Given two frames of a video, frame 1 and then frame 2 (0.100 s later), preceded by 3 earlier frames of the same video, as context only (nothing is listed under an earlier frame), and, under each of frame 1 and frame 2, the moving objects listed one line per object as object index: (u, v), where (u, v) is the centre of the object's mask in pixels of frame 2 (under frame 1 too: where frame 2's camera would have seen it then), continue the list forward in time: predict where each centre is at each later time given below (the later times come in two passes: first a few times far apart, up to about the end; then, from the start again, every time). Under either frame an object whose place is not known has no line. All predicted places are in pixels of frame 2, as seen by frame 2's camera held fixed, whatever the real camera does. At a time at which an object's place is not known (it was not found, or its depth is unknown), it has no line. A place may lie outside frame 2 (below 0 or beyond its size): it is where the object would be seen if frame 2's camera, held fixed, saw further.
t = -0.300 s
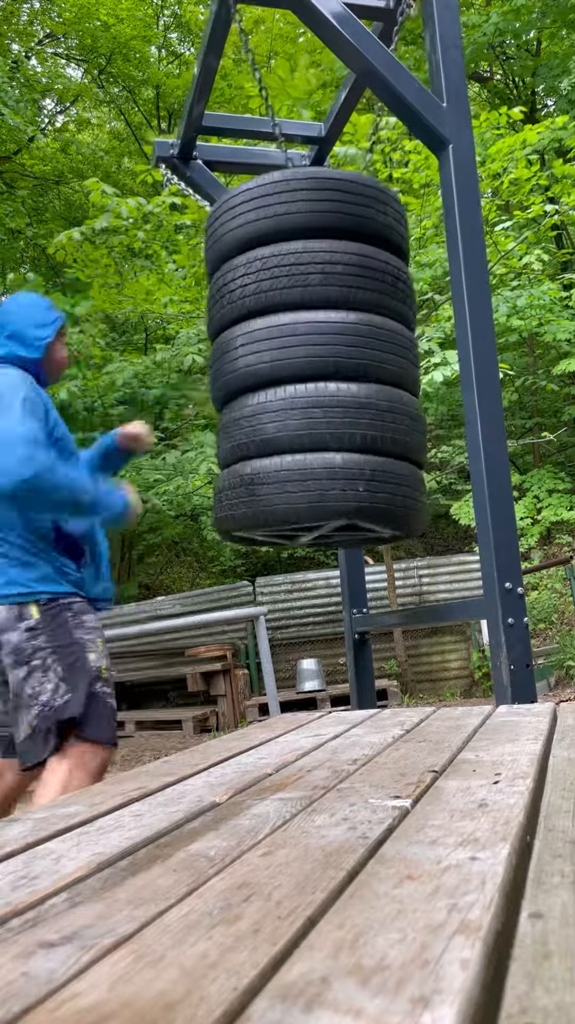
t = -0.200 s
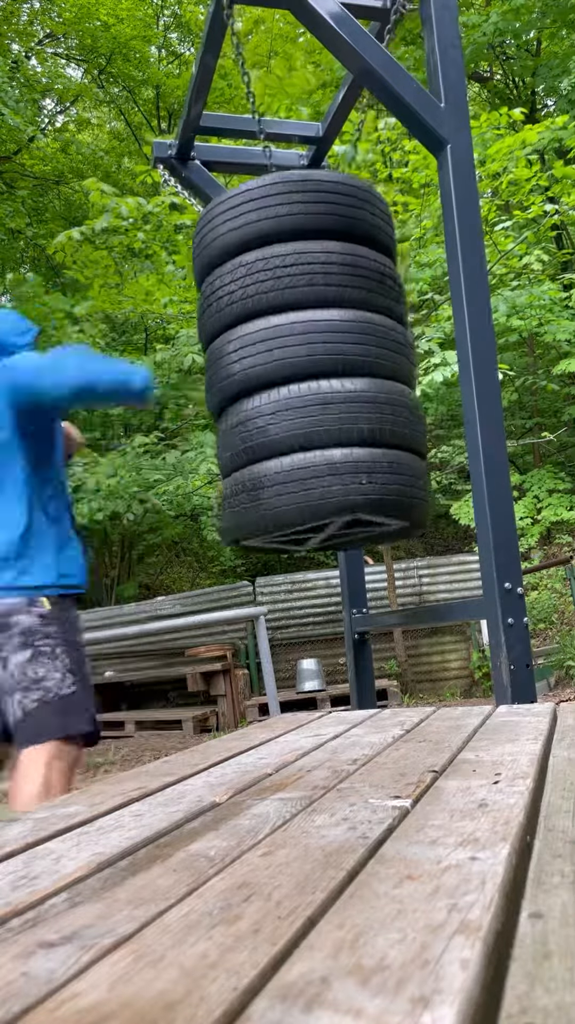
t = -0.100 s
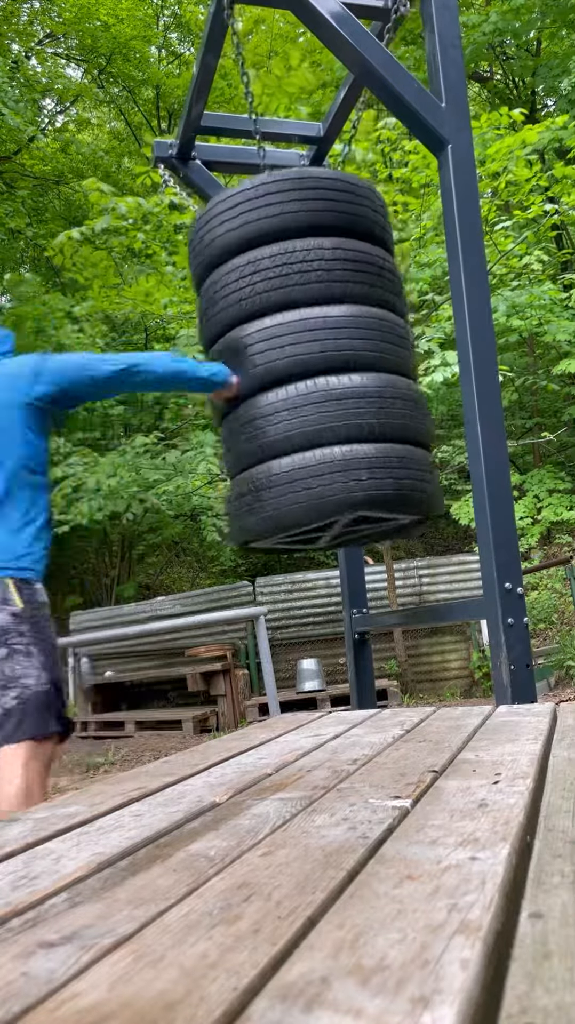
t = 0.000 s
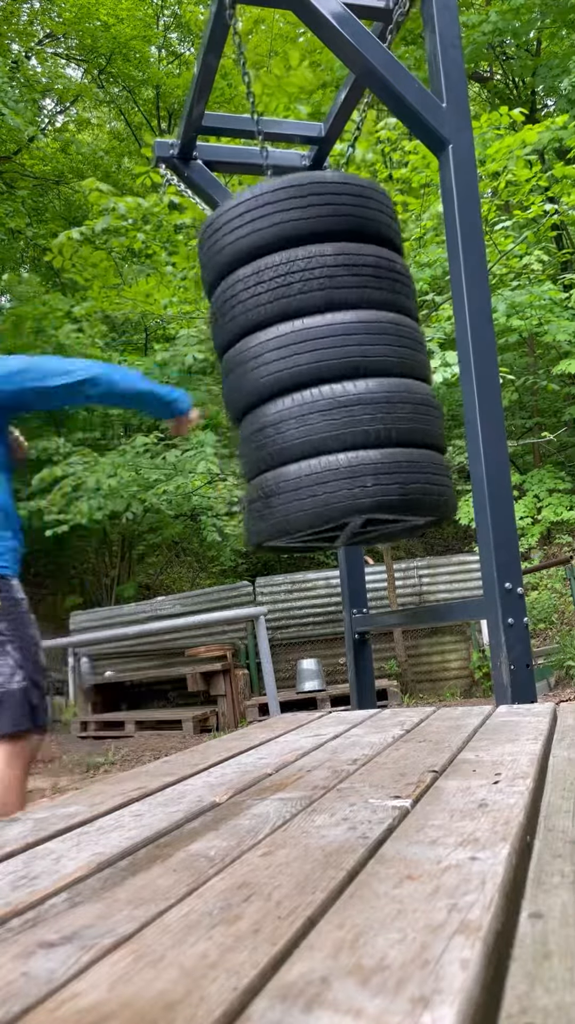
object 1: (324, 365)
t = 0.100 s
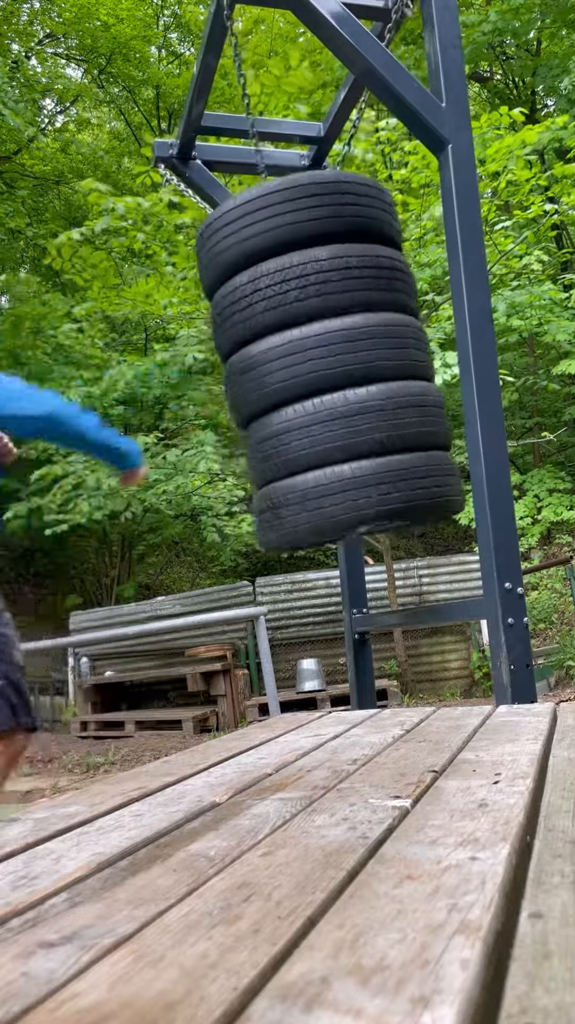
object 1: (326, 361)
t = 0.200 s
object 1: (325, 361)
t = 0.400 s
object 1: (323, 363)
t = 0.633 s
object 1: (308, 364)
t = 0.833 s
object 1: (303, 363)
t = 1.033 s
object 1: (302, 364)
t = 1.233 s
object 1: (314, 364)
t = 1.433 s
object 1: (322, 362)
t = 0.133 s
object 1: (326, 361)
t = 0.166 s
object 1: (325, 361)
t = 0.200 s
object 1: (325, 361)
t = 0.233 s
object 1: (325, 361)
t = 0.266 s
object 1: (325, 362)
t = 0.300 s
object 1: (325, 362)
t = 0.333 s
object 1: (325, 362)
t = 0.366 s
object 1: (325, 362)
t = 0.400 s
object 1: (323, 363)
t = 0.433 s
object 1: (322, 363)
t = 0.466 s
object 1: (319, 363)
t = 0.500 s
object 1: (316, 364)
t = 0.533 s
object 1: (313, 364)
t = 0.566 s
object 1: (311, 364)
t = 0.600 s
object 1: (309, 364)
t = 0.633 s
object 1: (308, 364)
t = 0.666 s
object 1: (307, 364)
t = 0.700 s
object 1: (306, 364)
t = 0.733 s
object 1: (305, 363)
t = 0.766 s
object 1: (305, 363)
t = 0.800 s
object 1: (304, 363)
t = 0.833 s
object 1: (303, 363)
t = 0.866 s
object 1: (302, 364)
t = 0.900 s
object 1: (302, 364)
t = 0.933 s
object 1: (301, 364)
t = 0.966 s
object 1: (301, 365)
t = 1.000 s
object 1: (301, 365)
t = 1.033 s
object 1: (302, 364)
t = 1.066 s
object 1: (303, 365)
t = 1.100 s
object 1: (305, 366)
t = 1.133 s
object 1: (308, 365)
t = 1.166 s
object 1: (310, 365)
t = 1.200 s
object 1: (312, 365)
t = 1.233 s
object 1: (314, 364)
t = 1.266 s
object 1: (316, 363)
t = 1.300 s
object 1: (318, 363)
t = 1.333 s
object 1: (319, 363)
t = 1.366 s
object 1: (321, 363)
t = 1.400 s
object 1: (322, 362)
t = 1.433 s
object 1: (322, 362)
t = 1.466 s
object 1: (323, 363)
